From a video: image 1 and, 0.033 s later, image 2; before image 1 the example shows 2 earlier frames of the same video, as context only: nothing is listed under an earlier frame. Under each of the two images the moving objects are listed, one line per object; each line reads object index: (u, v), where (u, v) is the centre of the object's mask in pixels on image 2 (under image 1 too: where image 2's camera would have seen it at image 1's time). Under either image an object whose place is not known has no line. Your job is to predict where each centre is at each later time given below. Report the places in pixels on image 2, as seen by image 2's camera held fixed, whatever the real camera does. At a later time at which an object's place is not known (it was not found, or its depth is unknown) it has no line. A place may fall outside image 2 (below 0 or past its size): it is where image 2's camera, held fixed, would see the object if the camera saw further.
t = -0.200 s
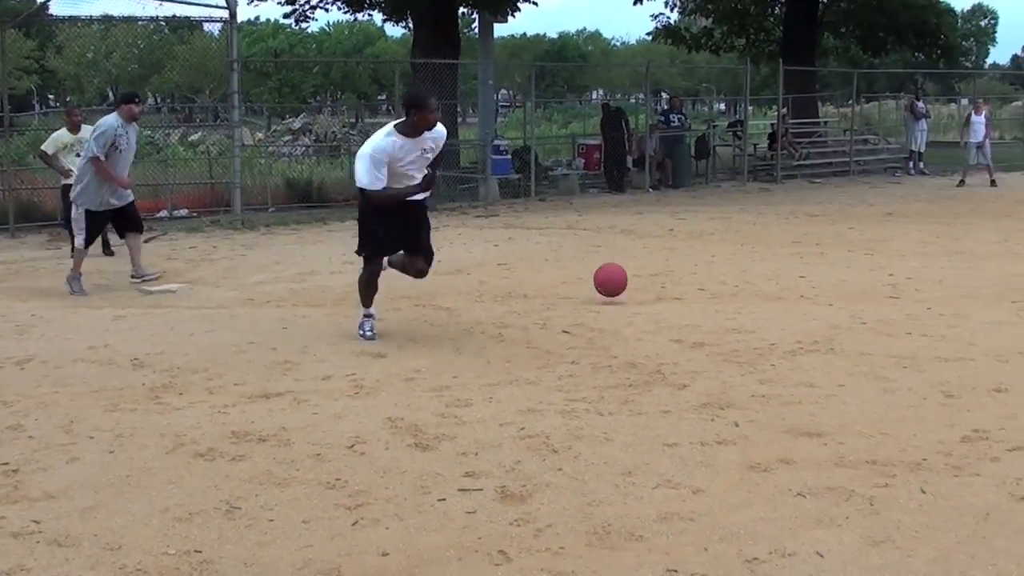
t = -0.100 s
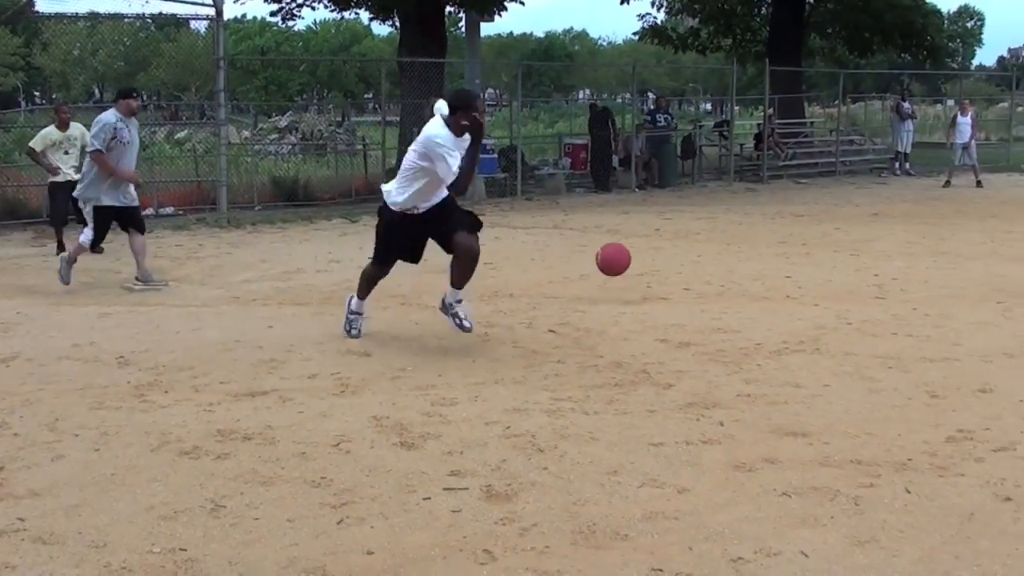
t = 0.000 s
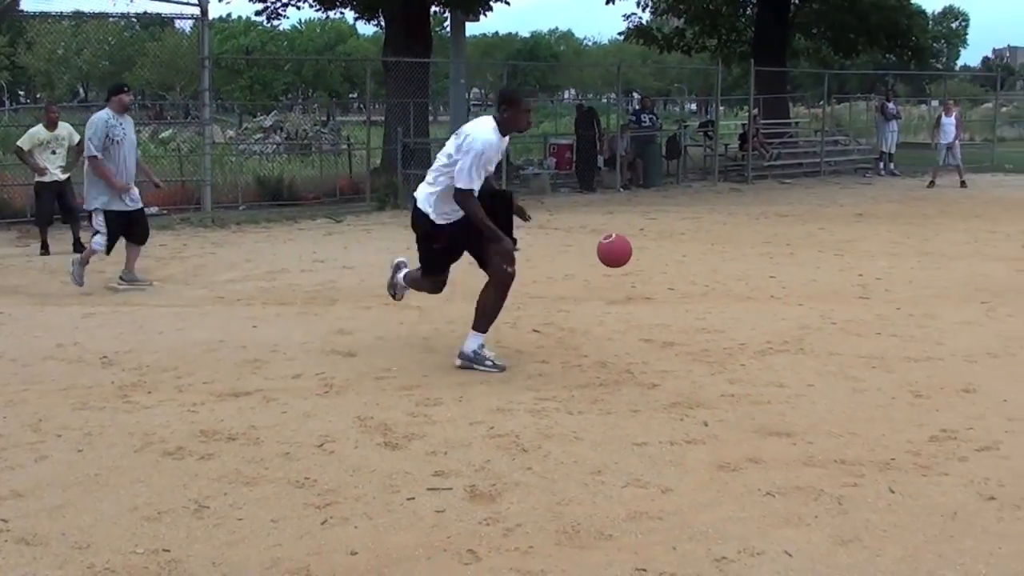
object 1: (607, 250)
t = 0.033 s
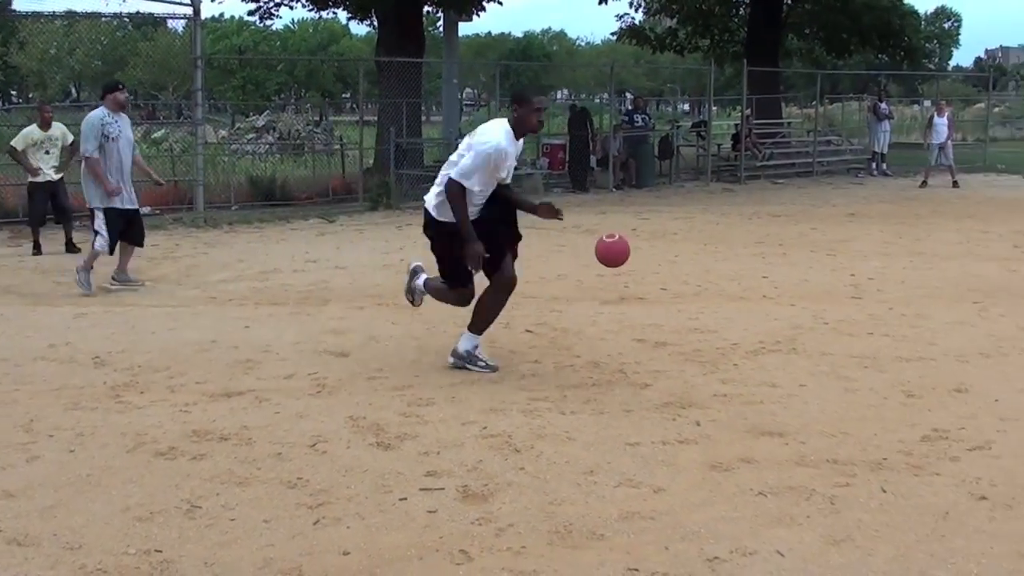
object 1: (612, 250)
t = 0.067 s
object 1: (617, 252)
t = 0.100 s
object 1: (622, 254)
